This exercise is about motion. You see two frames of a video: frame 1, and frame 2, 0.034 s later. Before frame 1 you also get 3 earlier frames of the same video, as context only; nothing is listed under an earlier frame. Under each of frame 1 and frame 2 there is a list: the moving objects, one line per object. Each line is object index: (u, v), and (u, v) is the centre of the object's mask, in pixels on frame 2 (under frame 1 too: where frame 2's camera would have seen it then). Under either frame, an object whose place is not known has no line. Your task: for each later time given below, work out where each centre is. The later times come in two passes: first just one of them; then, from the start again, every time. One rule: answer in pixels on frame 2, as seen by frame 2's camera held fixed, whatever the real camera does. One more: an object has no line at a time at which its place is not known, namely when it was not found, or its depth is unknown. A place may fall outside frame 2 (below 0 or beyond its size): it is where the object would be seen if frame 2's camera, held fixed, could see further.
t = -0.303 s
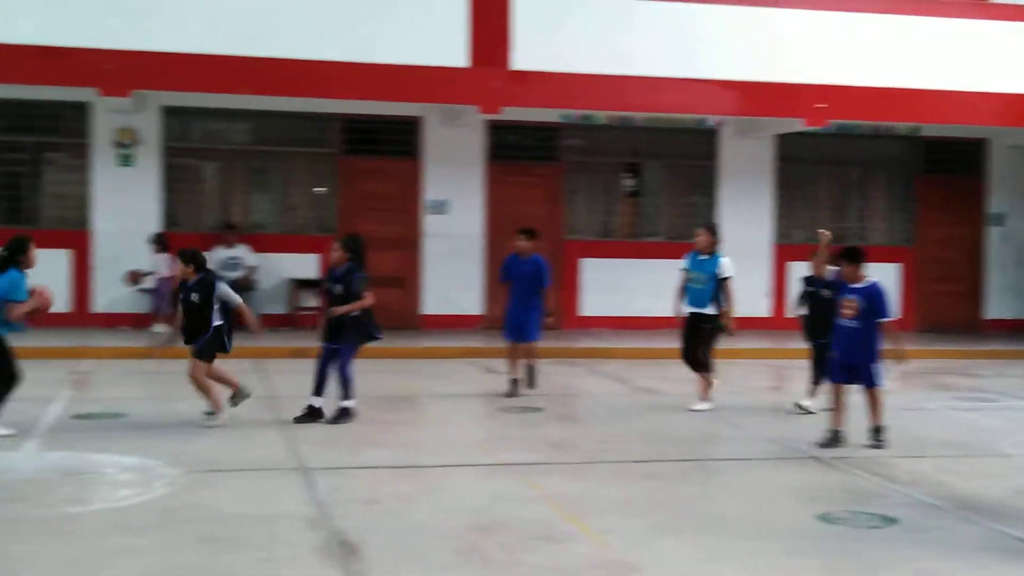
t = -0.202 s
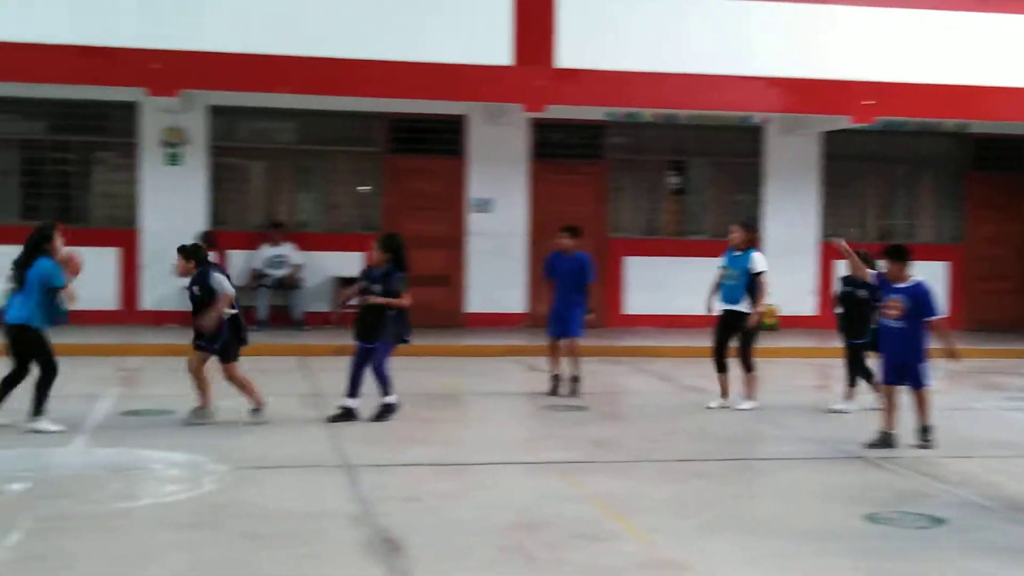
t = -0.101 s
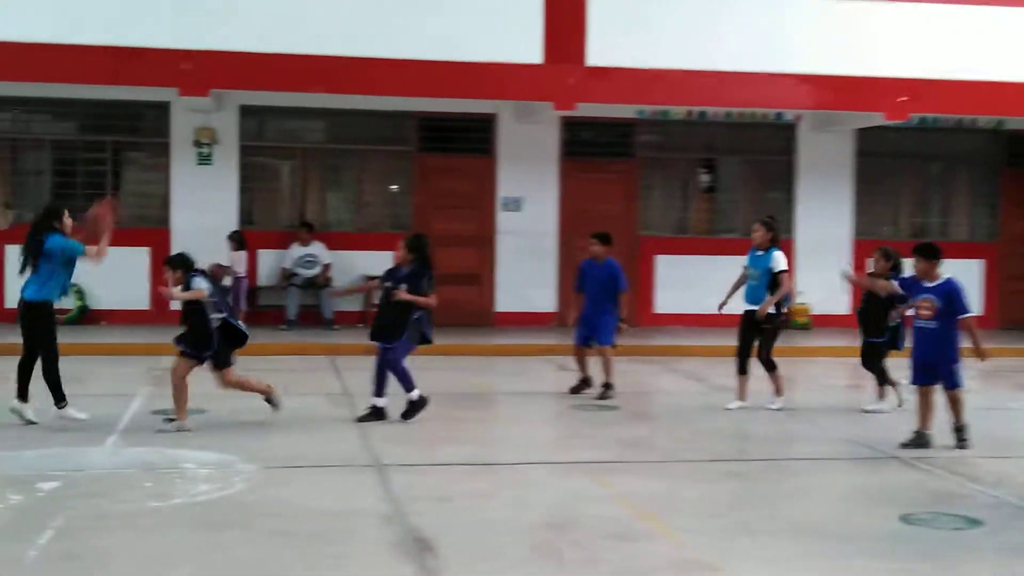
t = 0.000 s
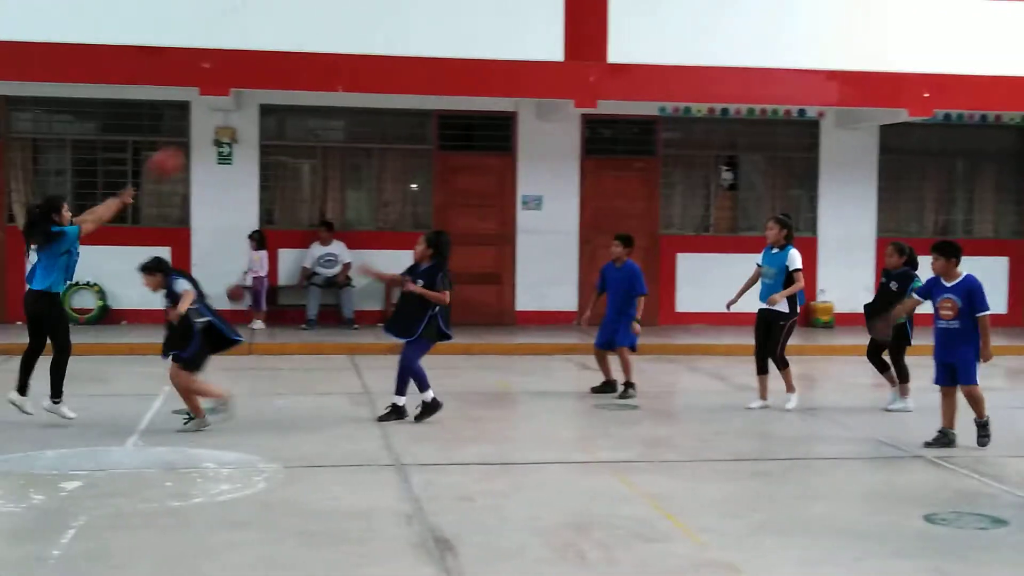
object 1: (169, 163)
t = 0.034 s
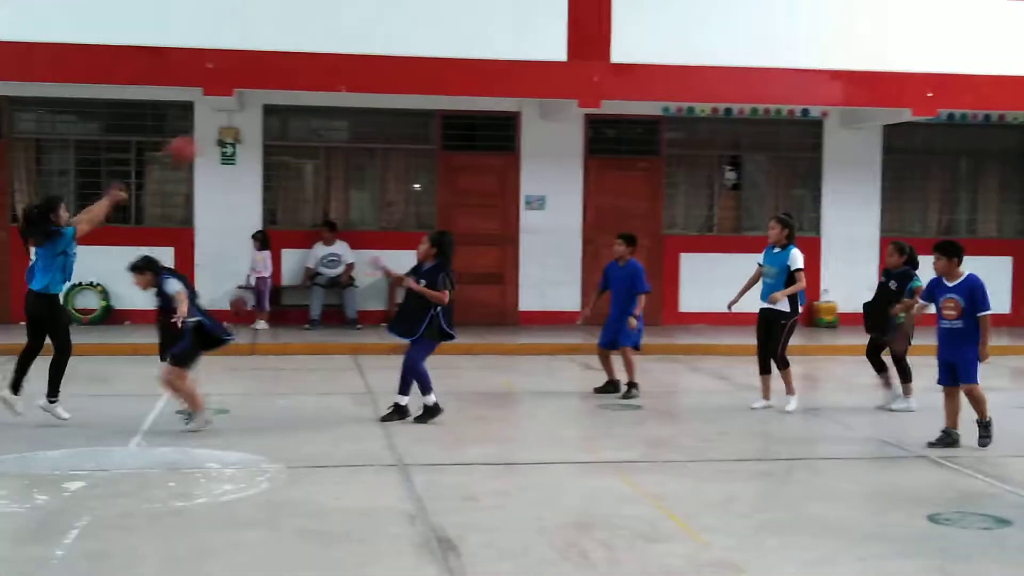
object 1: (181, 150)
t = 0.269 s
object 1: (277, 97)
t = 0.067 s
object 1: (195, 140)
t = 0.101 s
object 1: (210, 129)
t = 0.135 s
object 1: (225, 121)
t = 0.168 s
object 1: (239, 112)
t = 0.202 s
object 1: (250, 106)
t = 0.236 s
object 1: (264, 101)
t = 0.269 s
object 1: (277, 97)
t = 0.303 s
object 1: (289, 95)
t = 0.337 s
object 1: (302, 96)
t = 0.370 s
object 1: (313, 96)
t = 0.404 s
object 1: (325, 99)
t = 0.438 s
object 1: (336, 102)
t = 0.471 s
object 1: (347, 107)
